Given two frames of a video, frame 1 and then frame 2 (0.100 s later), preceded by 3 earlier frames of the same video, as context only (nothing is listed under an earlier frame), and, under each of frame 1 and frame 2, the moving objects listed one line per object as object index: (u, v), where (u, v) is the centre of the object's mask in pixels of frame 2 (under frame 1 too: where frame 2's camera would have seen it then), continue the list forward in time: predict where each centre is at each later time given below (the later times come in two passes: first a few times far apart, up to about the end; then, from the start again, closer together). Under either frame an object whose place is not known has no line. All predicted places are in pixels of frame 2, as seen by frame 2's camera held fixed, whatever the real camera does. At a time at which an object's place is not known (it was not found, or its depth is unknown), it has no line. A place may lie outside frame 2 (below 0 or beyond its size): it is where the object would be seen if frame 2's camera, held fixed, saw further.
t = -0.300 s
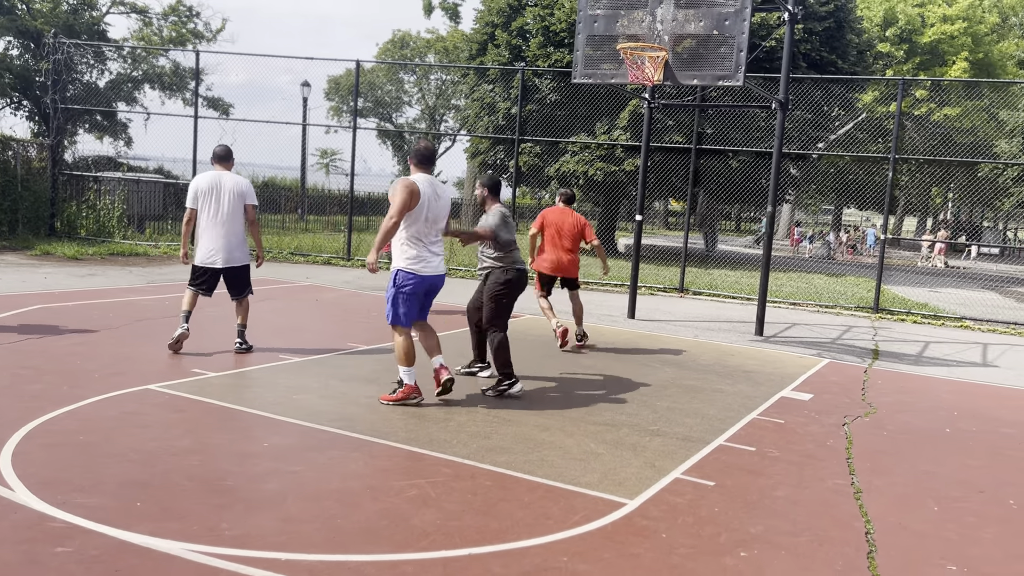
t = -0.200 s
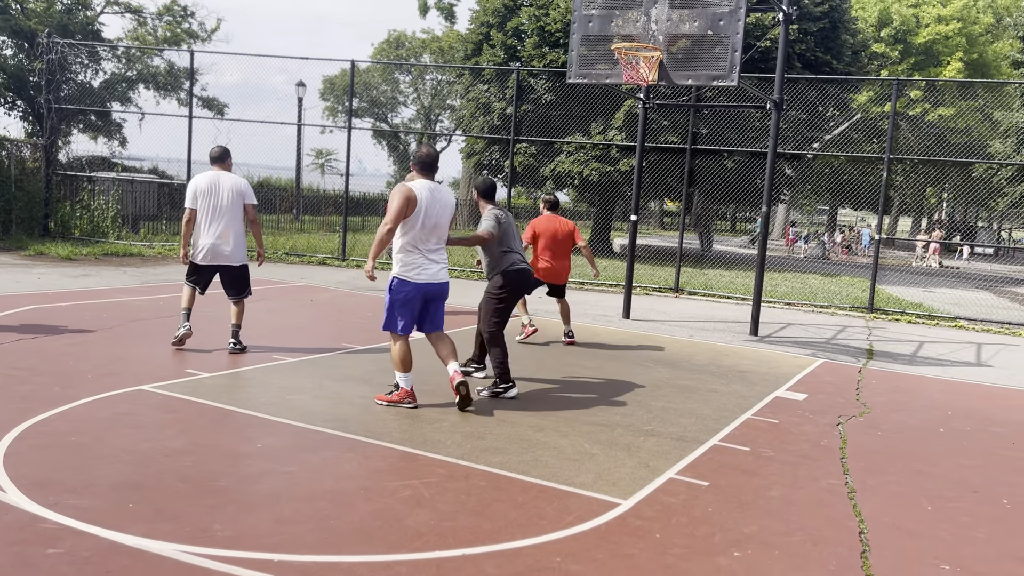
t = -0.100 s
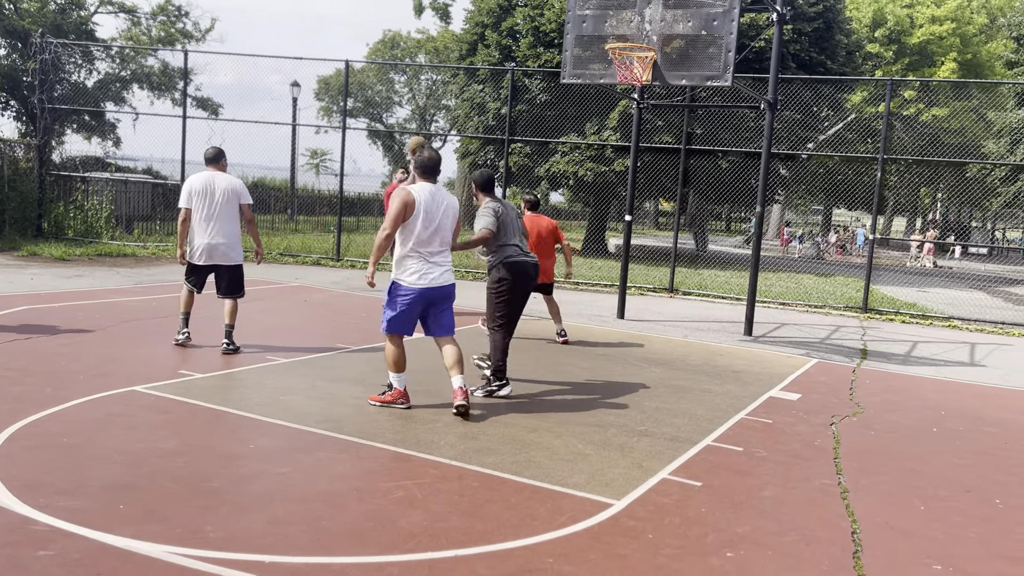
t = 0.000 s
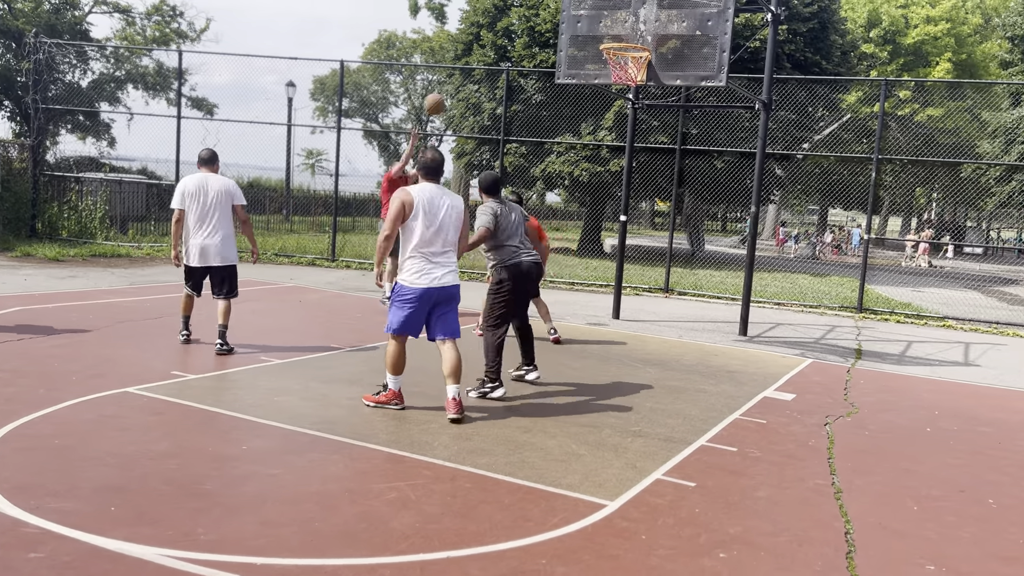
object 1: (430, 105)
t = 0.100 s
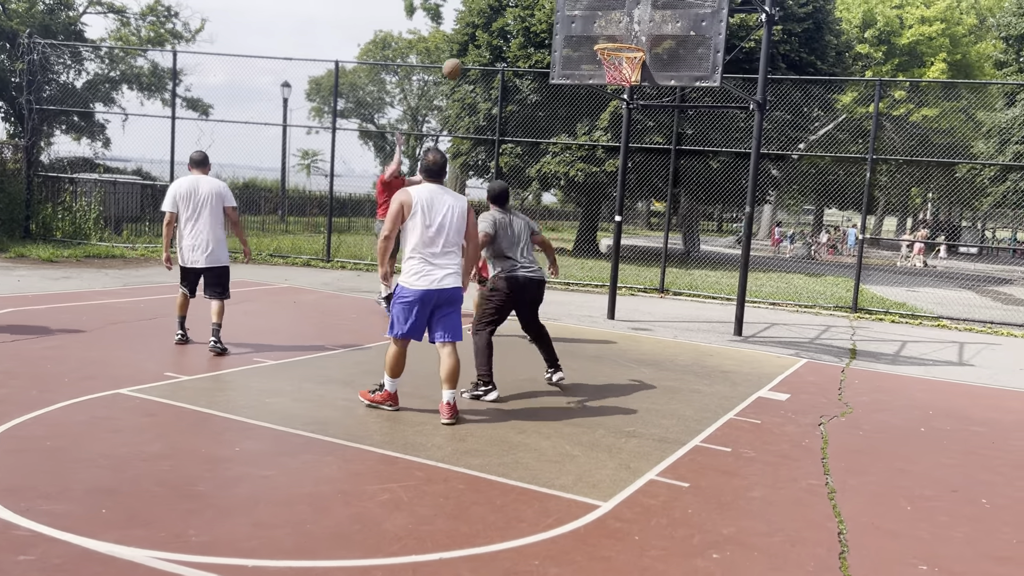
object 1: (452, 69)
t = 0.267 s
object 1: (493, 28)
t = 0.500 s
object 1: (552, 12)
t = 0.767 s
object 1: (620, 49)
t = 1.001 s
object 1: (612, 94)
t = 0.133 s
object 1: (461, 59)
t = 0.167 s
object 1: (469, 50)
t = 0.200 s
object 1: (477, 42)
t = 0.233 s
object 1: (485, 34)
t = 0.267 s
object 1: (493, 28)
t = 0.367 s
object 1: (518, 15)
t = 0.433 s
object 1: (535, 12)
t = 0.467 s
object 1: (544, 11)
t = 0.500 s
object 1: (552, 12)
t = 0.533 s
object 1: (561, 14)
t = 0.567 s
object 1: (570, 16)
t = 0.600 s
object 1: (578, 20)
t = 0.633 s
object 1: (587, 25)
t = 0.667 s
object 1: (596, 32)
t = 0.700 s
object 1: (604, 36)
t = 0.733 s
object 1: (612, 38)
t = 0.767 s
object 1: (620, 49)
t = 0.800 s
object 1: (627, 58)
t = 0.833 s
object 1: (626, 61)
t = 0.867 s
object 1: (626, 63)
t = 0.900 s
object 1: (626, 70)
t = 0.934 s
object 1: (616, 87)
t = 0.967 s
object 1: (614, 89)
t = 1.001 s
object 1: (612, 94)
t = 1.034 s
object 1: (609, 100)
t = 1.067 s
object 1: (606, 109)
